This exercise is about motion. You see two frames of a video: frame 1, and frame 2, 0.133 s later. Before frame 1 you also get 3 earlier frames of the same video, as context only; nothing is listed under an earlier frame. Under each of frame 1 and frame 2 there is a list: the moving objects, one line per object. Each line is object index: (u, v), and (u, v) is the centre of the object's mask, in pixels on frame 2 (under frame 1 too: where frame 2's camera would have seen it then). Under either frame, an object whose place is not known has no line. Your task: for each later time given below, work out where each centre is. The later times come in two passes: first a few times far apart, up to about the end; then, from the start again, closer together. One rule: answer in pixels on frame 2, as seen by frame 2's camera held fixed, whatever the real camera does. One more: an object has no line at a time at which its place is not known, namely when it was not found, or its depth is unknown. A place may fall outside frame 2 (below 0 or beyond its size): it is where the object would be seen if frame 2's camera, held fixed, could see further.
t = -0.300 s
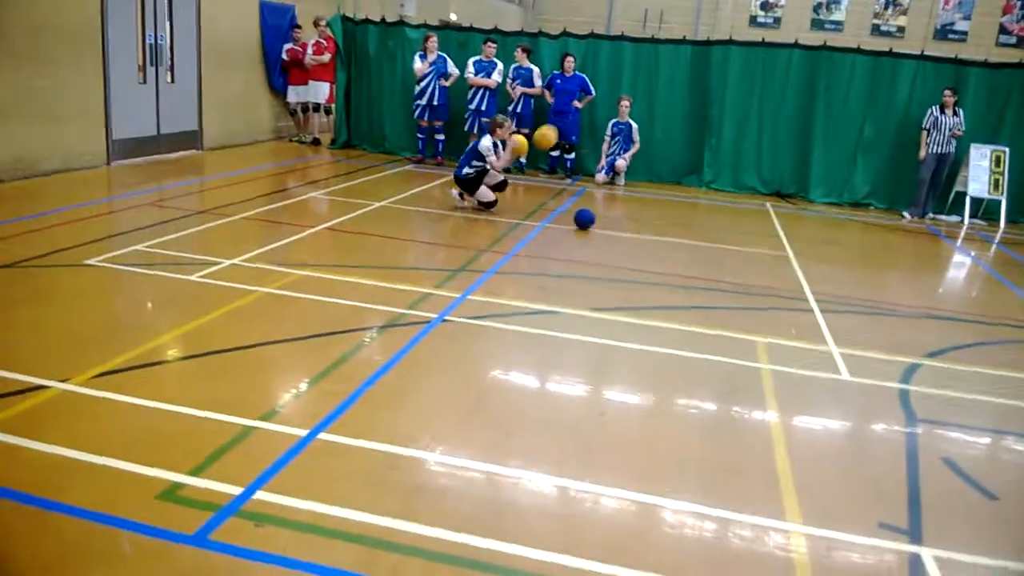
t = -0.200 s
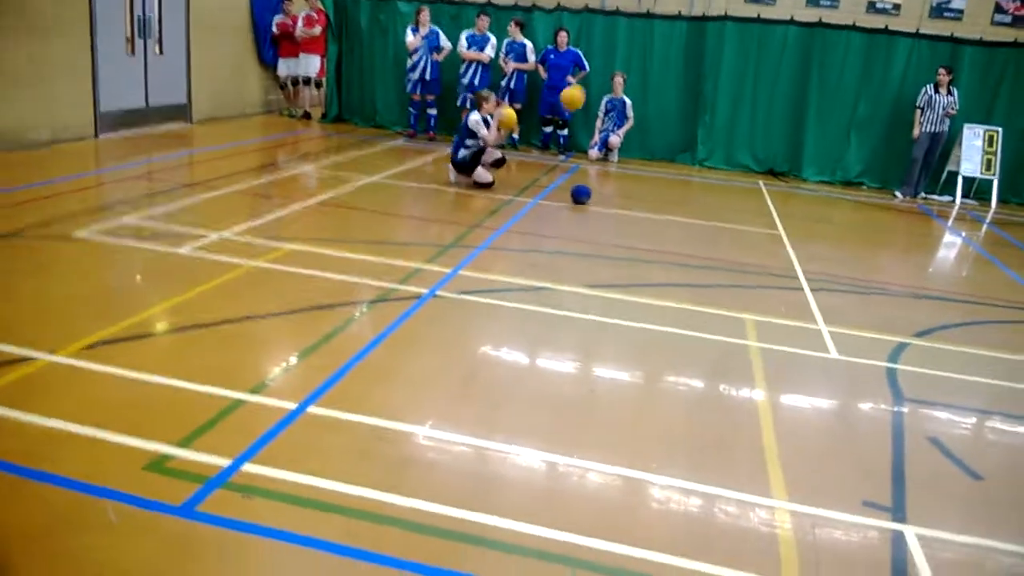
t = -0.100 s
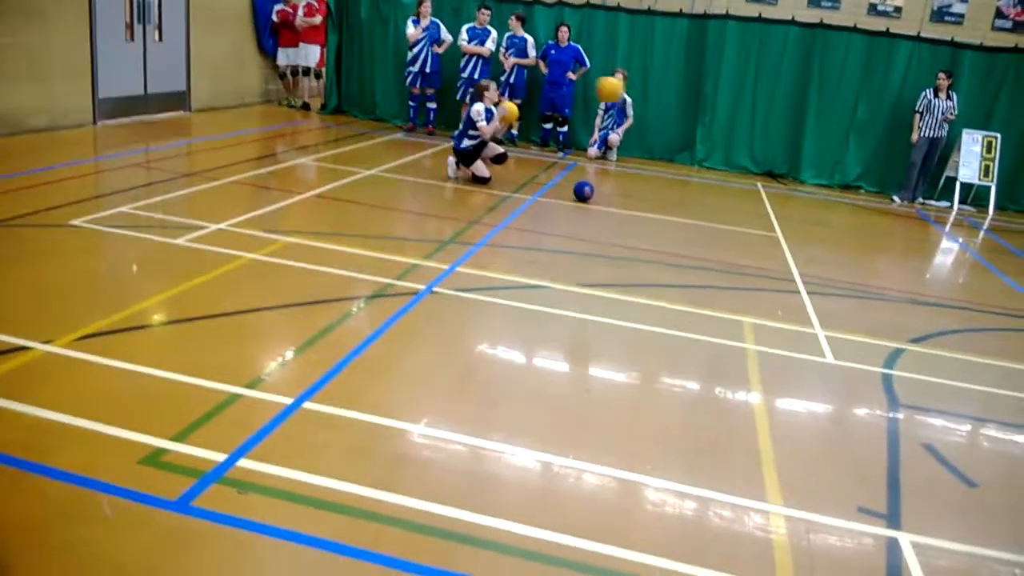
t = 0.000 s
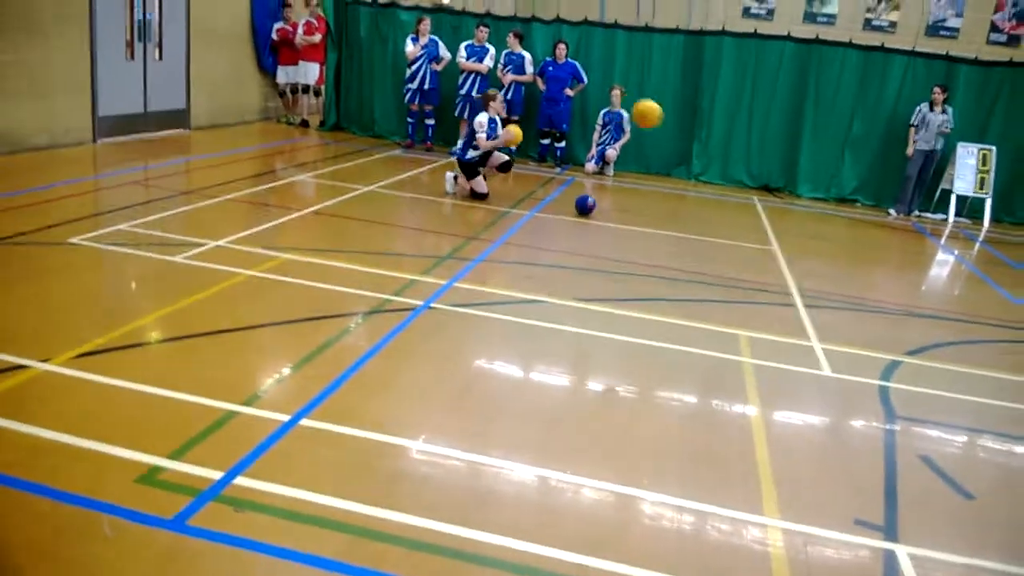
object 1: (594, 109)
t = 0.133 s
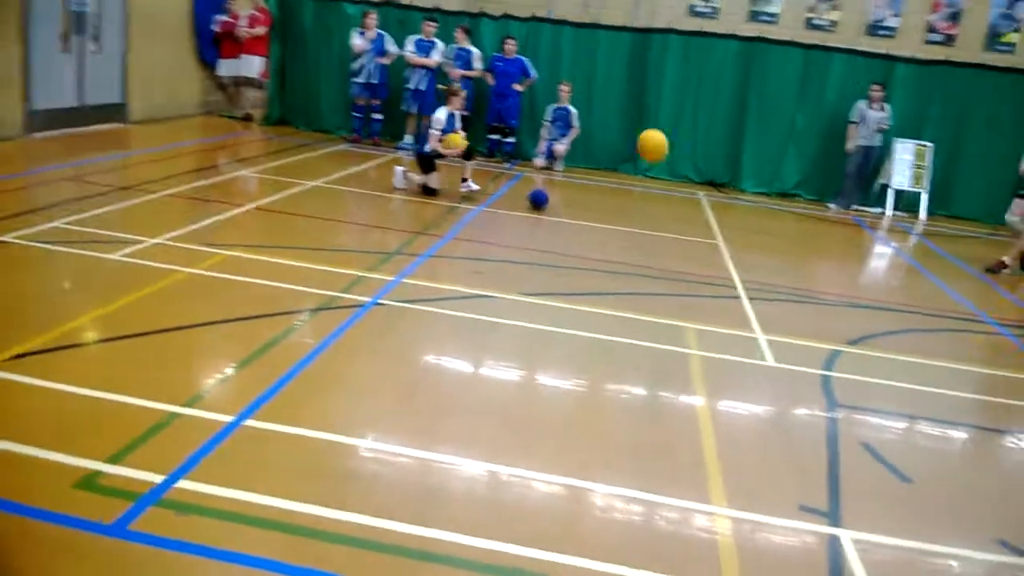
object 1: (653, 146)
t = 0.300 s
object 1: (731, 240)
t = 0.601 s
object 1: (883, 301)
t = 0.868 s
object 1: (1042, 328)
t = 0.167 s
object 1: (668, 160)
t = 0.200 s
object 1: (684, 176)
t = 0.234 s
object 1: (696, 192)
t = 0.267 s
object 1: (715, 216)
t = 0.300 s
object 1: (731, 240)
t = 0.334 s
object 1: (746, 268)
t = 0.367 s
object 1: (762, 300)
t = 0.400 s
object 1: (780, 334)
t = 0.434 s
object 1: (795, 351)
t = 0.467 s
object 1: (811, 338)
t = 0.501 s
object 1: (829, 328)
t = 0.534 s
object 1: (849, 317)
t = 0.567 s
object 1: (865, 308)
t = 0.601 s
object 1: (883, 301)
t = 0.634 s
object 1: (904, 296)
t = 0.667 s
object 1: (922, 293)
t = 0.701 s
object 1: (941, 293)
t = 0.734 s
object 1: (960, 294)
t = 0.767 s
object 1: (982, 298)
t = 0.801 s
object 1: (1002, 306)
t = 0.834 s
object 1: (1020, 316)
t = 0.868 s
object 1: (1042, 328)
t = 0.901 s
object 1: (1065, 346)
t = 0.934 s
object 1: (1084, 367)
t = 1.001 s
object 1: (1125, 423)
